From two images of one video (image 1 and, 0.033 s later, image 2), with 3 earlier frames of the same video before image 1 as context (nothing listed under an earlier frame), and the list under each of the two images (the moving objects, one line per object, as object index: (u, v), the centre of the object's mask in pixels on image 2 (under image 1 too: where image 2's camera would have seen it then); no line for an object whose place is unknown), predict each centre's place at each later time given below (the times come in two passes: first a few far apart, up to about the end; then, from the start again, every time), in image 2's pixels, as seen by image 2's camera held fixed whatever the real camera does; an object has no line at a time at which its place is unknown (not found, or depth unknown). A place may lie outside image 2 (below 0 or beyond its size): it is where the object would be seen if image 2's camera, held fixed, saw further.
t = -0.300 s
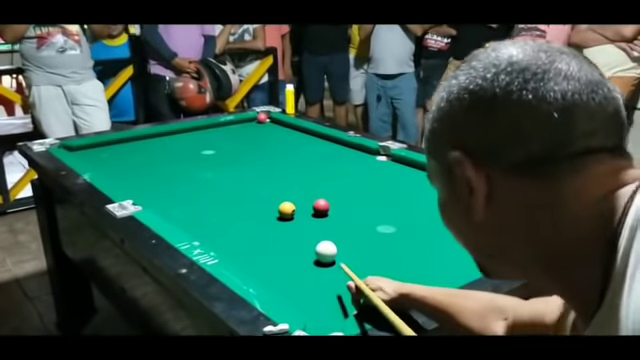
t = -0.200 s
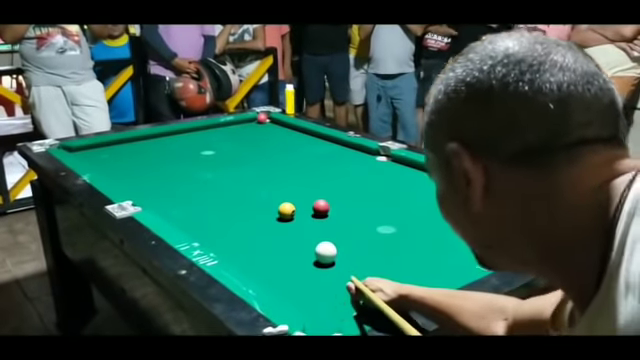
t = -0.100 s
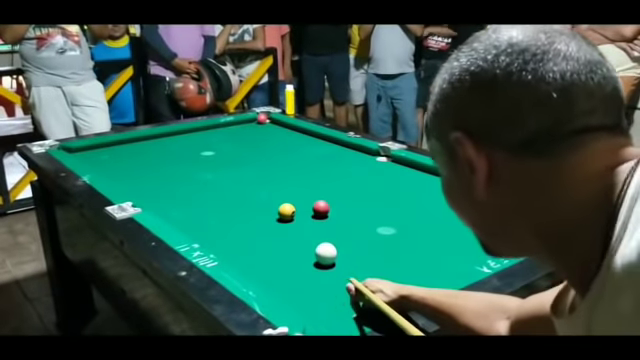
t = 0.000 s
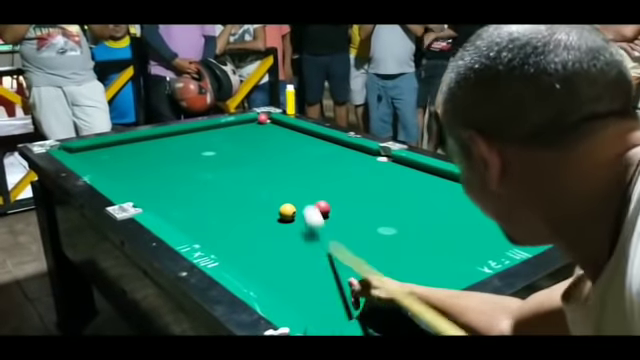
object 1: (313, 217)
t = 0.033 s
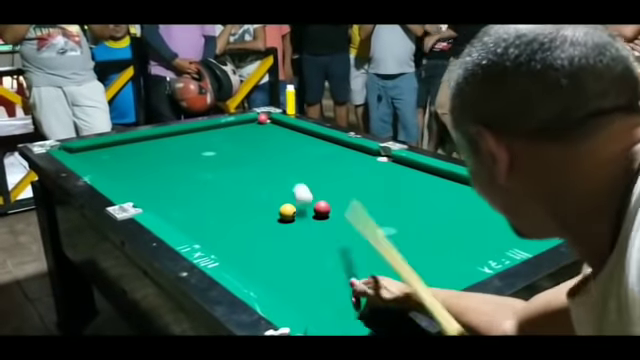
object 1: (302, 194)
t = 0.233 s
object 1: (265, 130)
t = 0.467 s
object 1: (277, 123)
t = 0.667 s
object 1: (295, 128)
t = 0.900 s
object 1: (307, 132)
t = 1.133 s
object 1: (319, 134)
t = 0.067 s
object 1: (293, 177)
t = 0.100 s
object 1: (286, 166)
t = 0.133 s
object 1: (279, 157)
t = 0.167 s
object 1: (274, 145)
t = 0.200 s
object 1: (269, 136)
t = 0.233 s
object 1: (265, 130)
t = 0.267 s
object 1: (261, 121)
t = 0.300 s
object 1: (256, 117)
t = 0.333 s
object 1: (256, 115)
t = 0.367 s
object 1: (262, 116)
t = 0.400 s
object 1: (268, 120)
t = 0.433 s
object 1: (272, 121)
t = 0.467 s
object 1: (277, 123)
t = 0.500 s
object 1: (281, 124)
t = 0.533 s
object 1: (284, 125)
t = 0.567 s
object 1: (287, 126)
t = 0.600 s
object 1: (291, 127)
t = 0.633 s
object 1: (293, 127)
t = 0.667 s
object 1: (295, 128)
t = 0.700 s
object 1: (297, 129)
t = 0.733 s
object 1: (299, 129)
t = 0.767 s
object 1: (300, 130)
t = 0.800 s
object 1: (302, 131)
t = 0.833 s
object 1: (304, 131)
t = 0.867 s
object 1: (306, 132)
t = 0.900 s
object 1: (307, 132)
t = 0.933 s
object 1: (309, 132)
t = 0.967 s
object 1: (311, 133)
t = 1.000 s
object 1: (312, 133)
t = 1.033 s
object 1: (314, 133)
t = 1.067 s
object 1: (316, 133)
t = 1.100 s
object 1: (317, 134)
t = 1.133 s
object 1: (319, 134)
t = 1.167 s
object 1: (322, 132)
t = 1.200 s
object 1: (324, 132)
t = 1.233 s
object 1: (326, 132)
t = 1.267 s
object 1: (328, 132)
